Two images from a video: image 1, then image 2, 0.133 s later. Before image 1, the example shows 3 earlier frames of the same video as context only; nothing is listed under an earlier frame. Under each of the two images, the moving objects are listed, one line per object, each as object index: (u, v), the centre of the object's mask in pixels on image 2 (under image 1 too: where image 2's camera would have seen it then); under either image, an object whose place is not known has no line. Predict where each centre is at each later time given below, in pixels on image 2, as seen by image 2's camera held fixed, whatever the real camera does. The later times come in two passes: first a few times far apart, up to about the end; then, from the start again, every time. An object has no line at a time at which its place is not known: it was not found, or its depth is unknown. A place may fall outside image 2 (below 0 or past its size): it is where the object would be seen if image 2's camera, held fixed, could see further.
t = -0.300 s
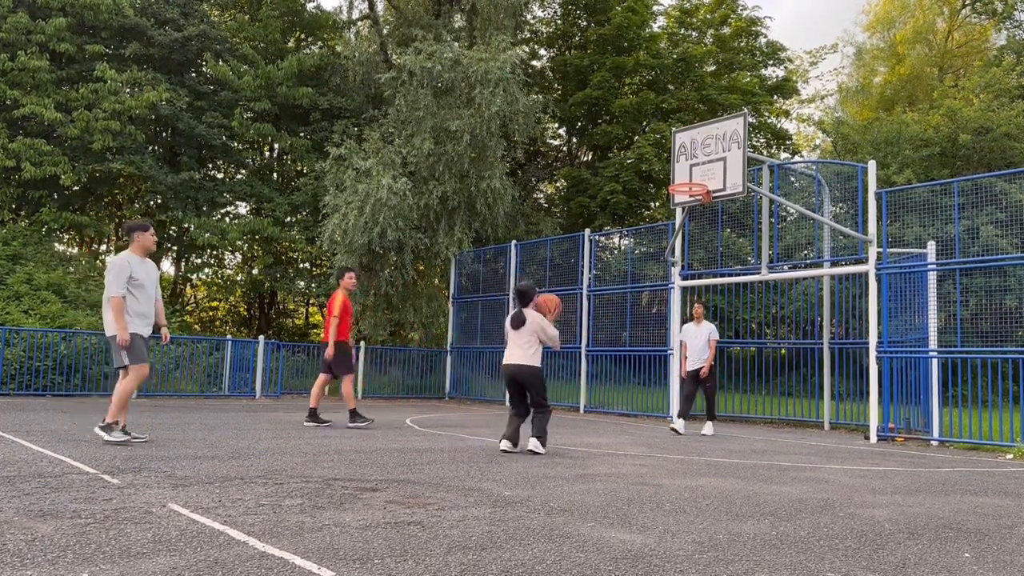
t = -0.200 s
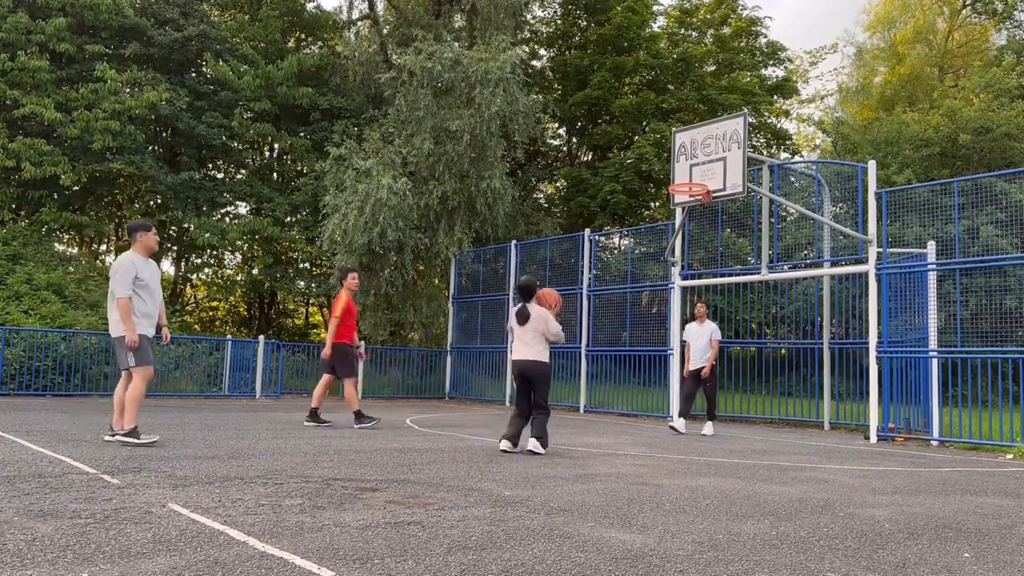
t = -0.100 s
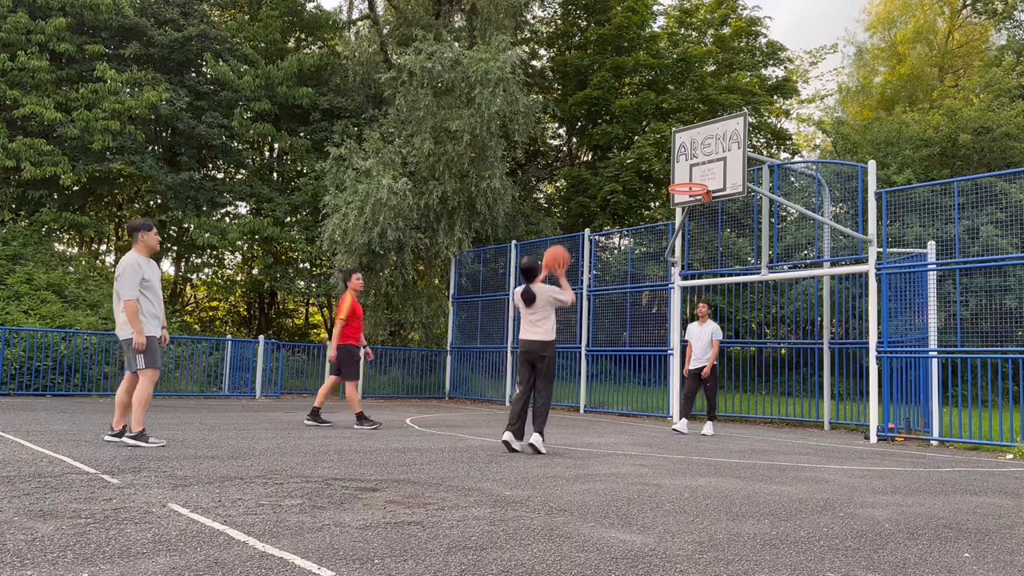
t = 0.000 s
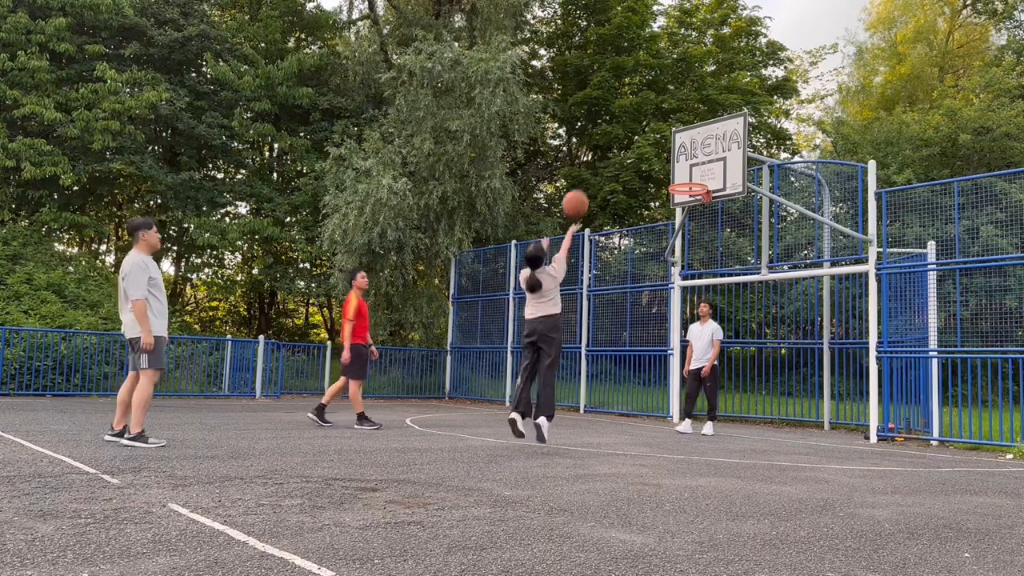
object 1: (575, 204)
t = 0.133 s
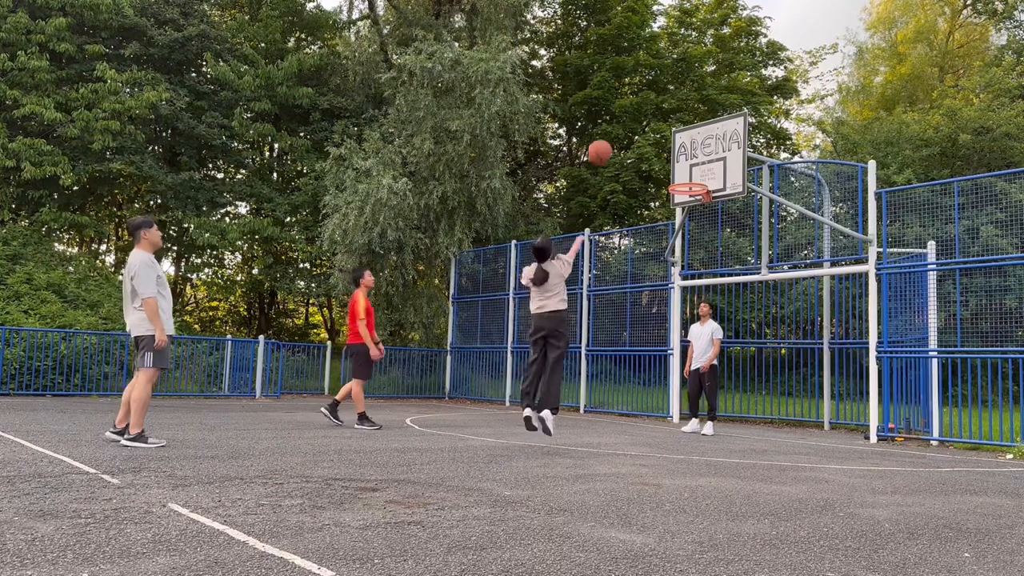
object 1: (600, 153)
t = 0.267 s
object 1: (621, 123)
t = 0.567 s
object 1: (658, 121)
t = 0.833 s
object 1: (684, 172)
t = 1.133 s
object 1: (695, 126)
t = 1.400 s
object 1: (704, 144)
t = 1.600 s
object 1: (709, 193)
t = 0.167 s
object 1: (605, 143)
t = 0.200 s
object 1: (610, 135)
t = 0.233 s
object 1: (615, 129)
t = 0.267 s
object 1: (621, 123)
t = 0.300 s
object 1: (626, 119)
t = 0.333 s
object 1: (631, 116)
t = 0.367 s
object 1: (635, 114)
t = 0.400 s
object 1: (639, 113)
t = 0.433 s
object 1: (643, 112)
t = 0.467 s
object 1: (647, 113)
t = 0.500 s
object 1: (651, 115)
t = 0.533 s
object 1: (655, 118)
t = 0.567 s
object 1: (658, 121)
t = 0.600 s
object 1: (662, 126)
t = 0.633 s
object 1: (666, 130)
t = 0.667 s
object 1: (669, 137)
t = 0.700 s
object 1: (671, 144)
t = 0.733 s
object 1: (676, 151)
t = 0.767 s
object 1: (680, 160)
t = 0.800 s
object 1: (683, 169)
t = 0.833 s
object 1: (684, 172)
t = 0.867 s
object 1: (686, 164)
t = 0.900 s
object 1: (687, 157)
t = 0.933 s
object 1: (688, 150)
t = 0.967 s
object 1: (690, 144)
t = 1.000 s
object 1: (691, 138)
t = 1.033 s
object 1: (692, 135)
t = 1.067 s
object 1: (693, 131)
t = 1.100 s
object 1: (694, 128)
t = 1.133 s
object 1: (695, 126)
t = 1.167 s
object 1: (696, 126)
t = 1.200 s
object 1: (697, 126)
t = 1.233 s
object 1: (698, 126)
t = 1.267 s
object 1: (699, 128)
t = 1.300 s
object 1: (700, 130)
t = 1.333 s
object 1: (701, 134)
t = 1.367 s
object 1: (702, 138)
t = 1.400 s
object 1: (704, 144)
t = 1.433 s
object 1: (705, 150)
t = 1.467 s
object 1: (706, 156)
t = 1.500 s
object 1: (706, 164)
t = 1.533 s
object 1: (707, 172)
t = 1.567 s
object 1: (708, 182)
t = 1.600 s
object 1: (709, 193)
